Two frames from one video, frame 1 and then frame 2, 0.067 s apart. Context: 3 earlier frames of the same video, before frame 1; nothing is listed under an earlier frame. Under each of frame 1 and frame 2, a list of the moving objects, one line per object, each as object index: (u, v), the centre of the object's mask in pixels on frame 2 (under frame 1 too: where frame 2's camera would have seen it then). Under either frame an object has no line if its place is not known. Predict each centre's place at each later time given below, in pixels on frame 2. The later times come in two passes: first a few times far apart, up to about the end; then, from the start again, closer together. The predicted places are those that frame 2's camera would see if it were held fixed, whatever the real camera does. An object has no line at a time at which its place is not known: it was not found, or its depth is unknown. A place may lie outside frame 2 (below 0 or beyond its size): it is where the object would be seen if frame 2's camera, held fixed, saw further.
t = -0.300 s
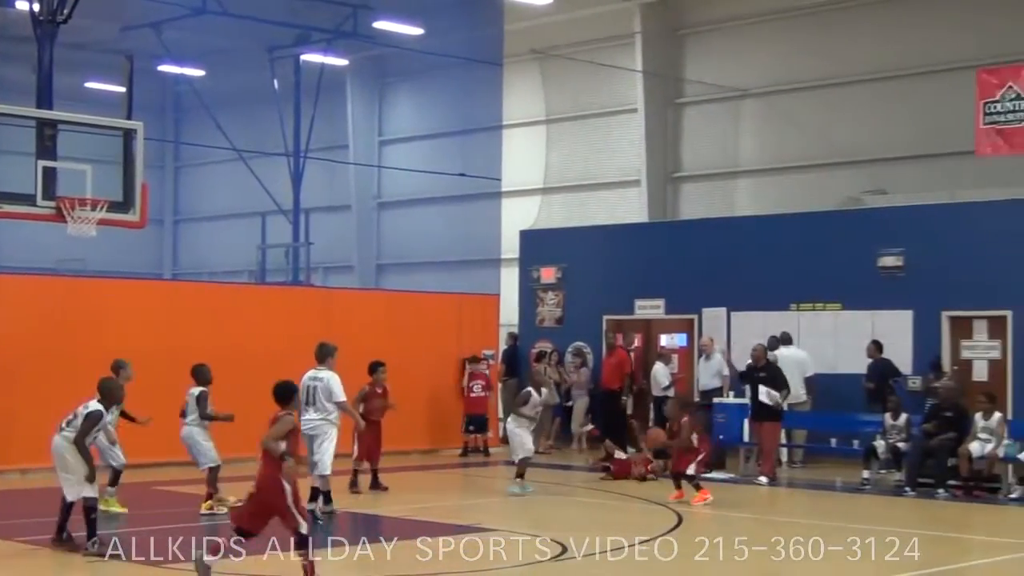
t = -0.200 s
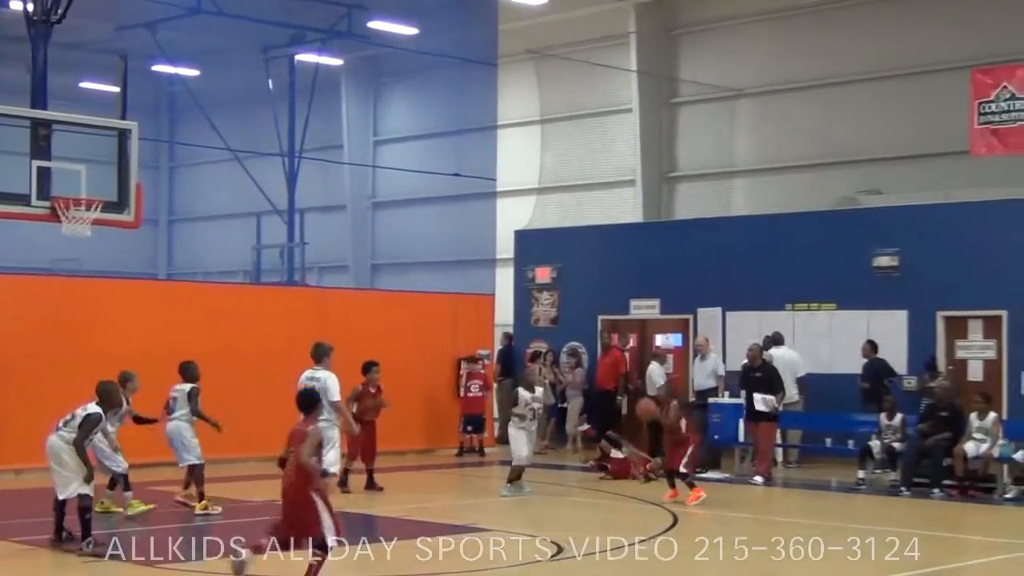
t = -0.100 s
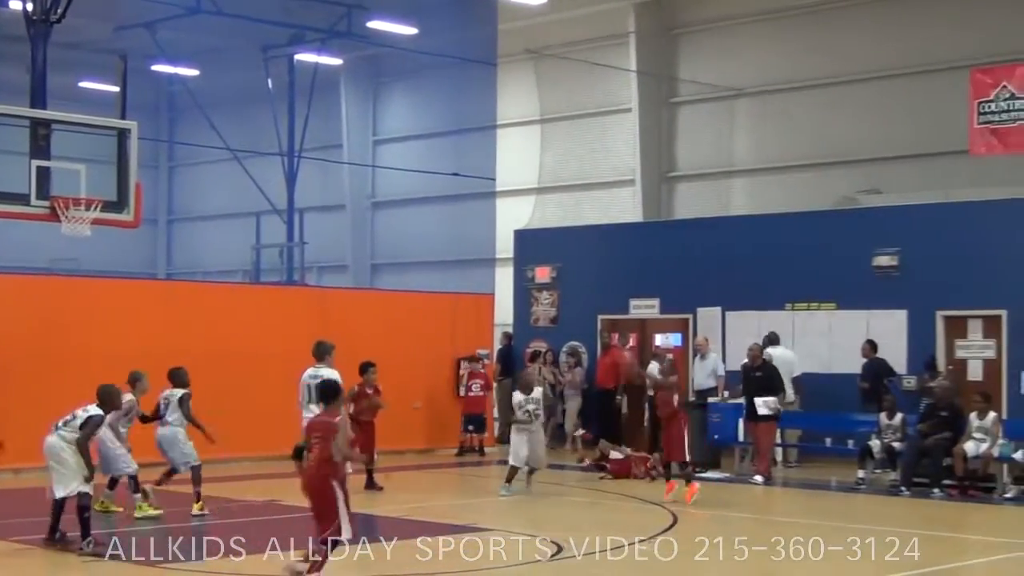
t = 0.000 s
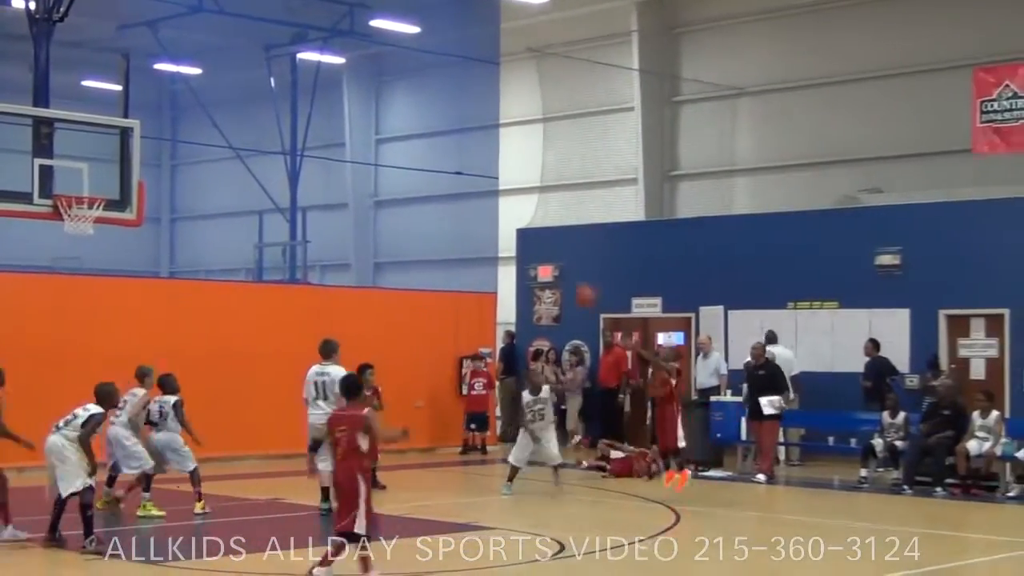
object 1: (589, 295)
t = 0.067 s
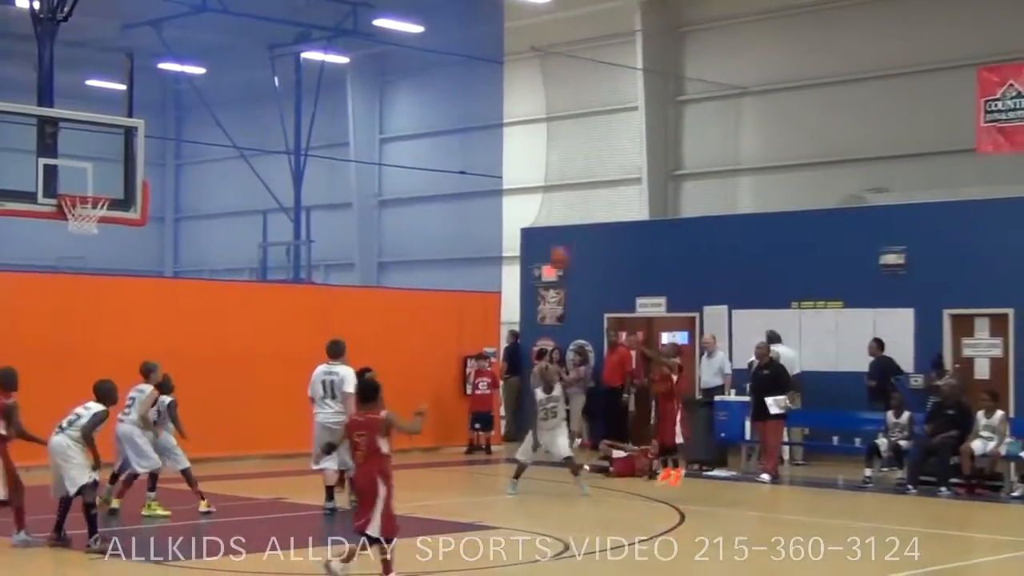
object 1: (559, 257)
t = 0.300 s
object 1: (451, 163)
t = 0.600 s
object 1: (314, 112)
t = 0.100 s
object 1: (543, 239)
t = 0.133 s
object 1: (528, 224)
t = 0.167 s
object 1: (512, 211)
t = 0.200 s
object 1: (497, 199)
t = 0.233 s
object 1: (483, 185)
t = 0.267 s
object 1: (466, 173)
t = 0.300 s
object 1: (451, 163)
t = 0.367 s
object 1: (420, 143)
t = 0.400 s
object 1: (404, 136)
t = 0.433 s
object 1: (388, 129)
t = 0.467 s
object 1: (372, 123)
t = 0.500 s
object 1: (358, 118)
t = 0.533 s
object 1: (343, 115)
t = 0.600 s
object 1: (314, 112)
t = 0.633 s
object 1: (298, 110)
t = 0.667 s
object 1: (282, 111)
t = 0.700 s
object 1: (269, 112)
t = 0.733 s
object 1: (254, 115)
